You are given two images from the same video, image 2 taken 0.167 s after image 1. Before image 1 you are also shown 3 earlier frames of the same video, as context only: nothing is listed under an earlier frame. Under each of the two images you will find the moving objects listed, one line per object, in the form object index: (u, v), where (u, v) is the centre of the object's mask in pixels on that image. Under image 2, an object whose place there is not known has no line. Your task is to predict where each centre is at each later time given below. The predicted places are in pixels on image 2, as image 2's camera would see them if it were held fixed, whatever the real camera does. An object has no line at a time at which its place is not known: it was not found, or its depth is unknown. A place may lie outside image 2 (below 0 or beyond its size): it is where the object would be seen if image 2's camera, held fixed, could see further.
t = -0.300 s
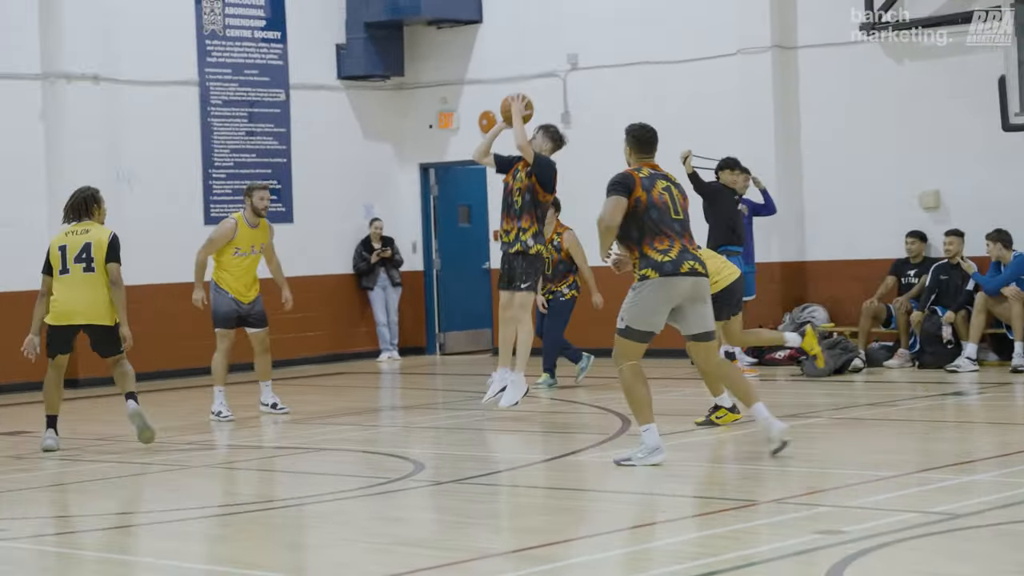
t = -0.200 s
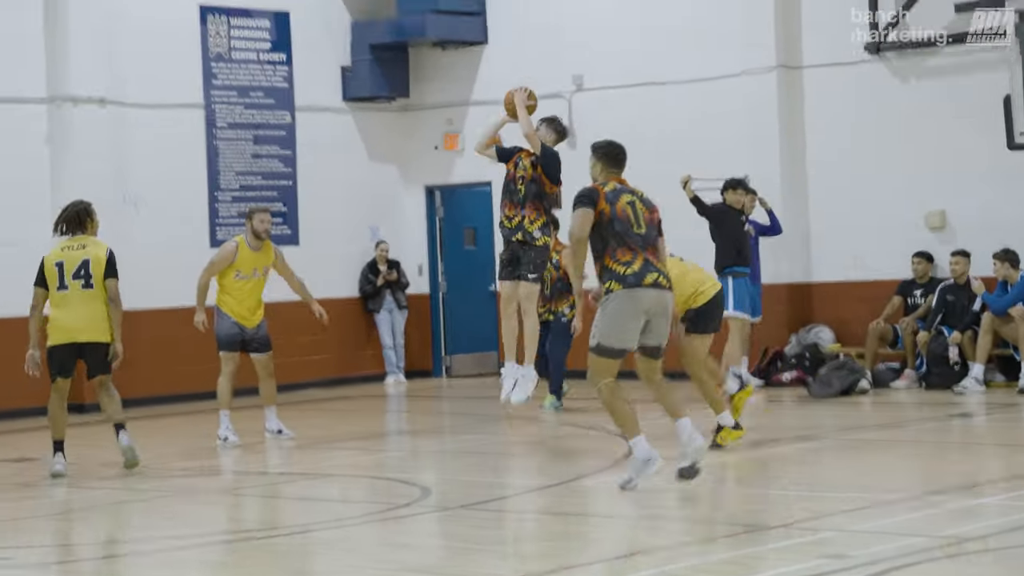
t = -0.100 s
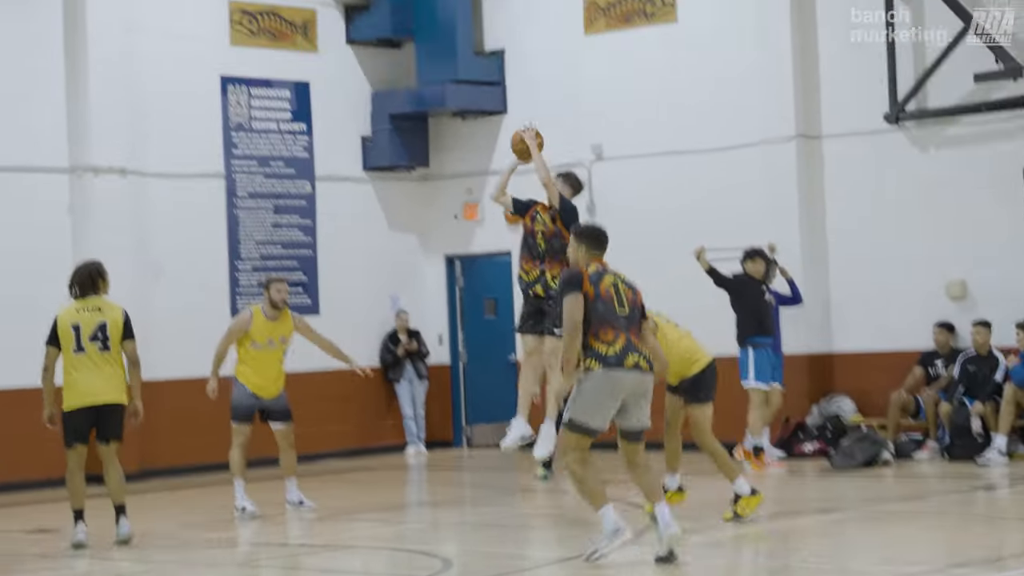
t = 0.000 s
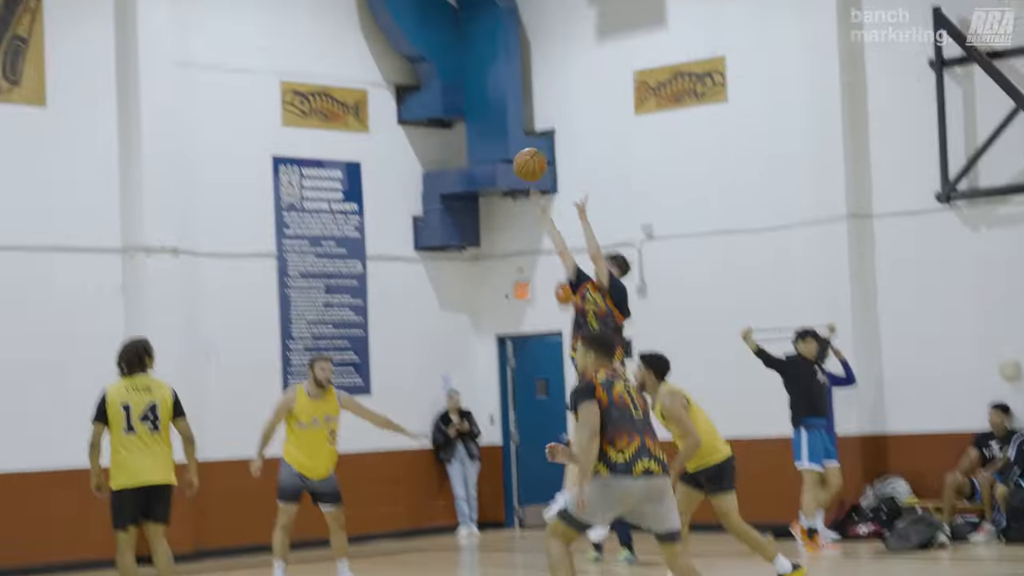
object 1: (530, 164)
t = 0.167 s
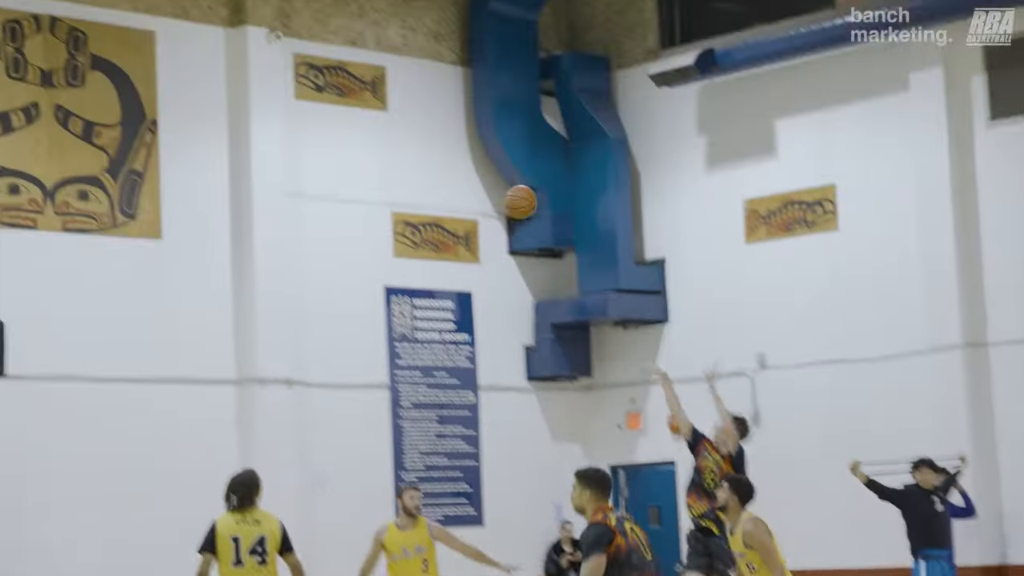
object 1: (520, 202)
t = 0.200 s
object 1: (498, 189)
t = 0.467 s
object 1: (320, 133)
